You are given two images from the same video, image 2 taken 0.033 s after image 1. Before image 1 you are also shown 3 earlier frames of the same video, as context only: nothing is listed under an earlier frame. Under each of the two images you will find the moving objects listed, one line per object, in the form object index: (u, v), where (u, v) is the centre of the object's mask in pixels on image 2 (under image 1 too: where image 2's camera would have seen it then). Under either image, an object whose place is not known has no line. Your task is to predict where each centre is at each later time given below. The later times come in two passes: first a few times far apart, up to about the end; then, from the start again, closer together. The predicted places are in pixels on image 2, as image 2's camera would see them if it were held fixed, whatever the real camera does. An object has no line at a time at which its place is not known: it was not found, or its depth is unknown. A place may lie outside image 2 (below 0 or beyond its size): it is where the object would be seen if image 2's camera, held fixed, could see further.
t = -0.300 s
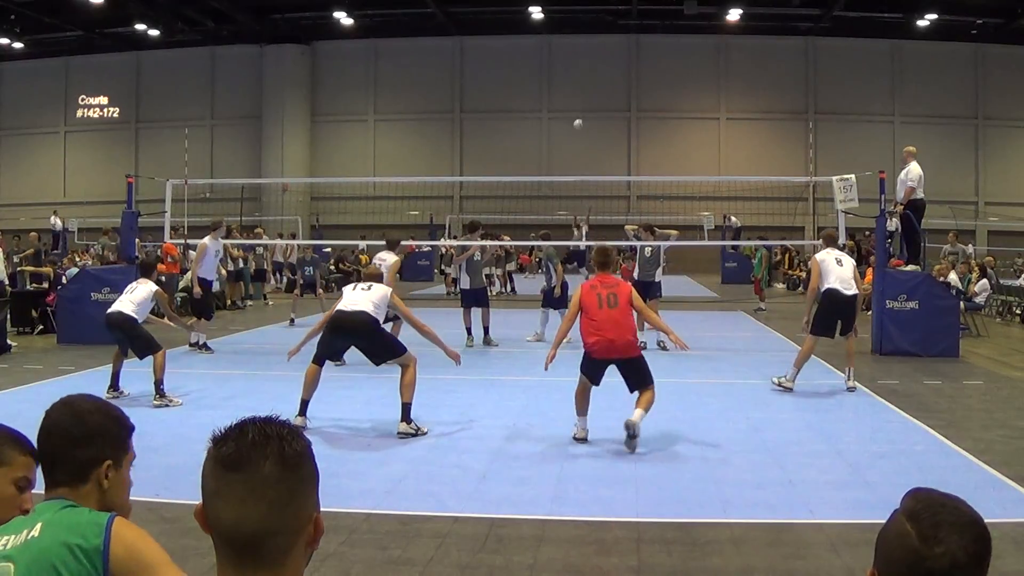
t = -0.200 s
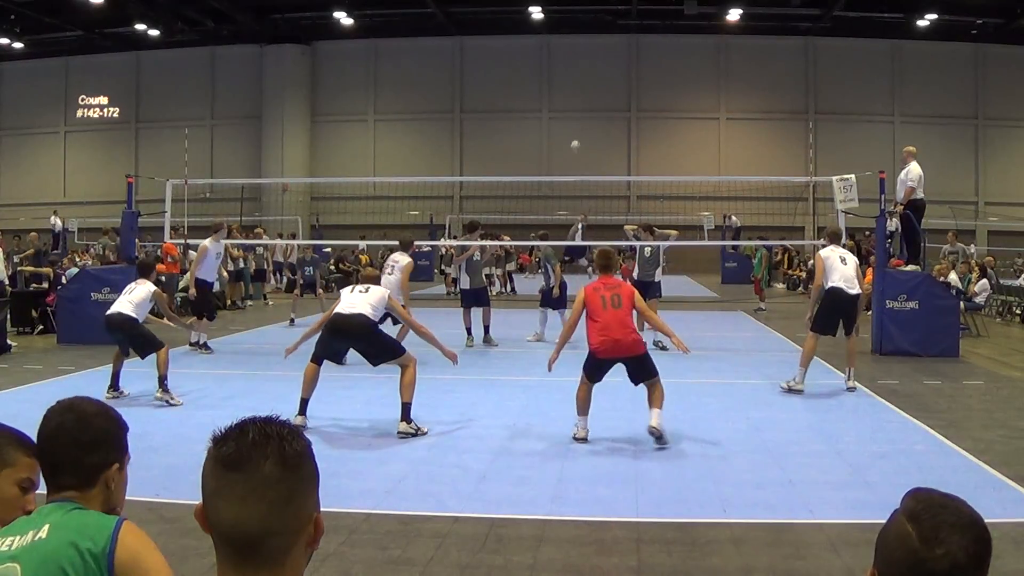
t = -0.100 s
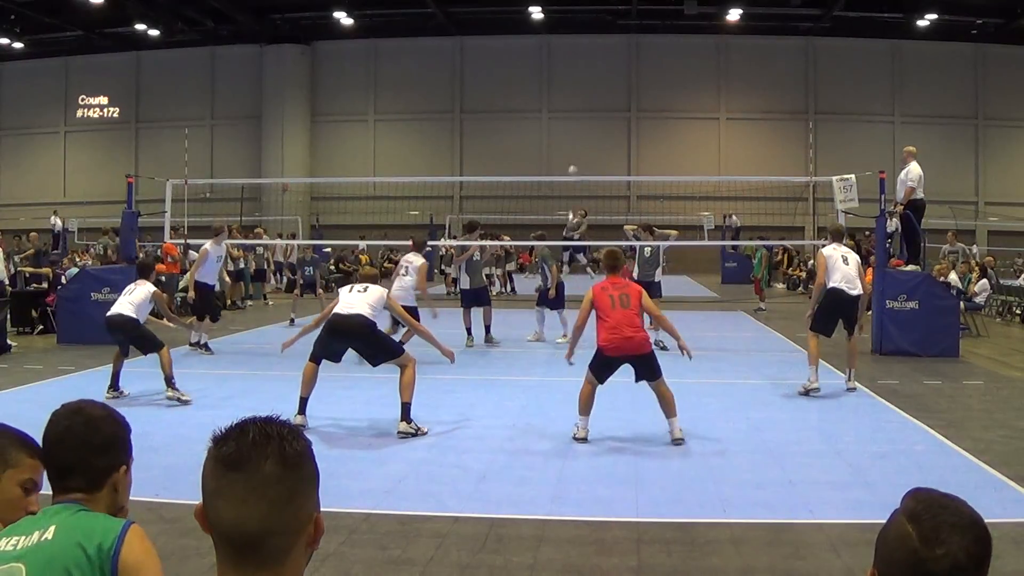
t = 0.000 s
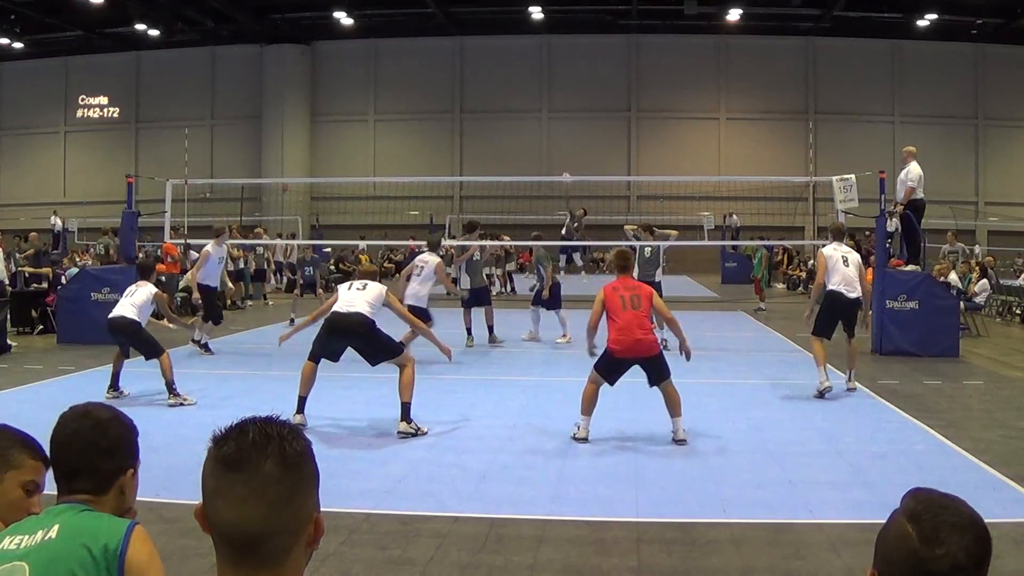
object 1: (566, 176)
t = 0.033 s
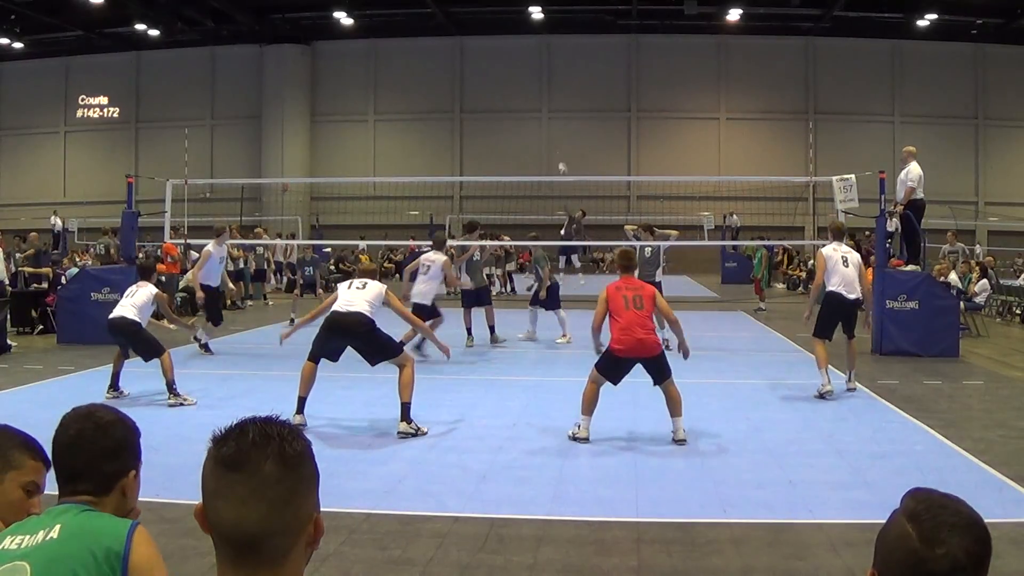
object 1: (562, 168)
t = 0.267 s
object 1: (539, 118)
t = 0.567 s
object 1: (512, 121)
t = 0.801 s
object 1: (489, 259)
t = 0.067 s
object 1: (558, 159)
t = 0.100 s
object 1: (555, 152)
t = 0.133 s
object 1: (552, 144)
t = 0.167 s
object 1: (549, 137)
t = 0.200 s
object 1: (545, 129)
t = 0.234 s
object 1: (542, 123)
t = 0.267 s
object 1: (539, 118)
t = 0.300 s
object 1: (536, 113)
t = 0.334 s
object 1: (533, 110)
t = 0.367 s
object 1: (530, 108)
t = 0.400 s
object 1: (527, 106)
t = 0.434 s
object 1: (524, 106)
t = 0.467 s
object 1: (521, 108)
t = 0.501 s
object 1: (518, 110)
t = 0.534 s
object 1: (515, 114)
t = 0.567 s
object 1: (512, 121)
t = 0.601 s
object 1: (509, 129)
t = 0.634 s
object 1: (507, 141)
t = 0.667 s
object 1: (504, 156)
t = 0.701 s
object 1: (501, 173)
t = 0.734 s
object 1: (499, 197)
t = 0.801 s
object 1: (489, 259)
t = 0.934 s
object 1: (485, 496)
